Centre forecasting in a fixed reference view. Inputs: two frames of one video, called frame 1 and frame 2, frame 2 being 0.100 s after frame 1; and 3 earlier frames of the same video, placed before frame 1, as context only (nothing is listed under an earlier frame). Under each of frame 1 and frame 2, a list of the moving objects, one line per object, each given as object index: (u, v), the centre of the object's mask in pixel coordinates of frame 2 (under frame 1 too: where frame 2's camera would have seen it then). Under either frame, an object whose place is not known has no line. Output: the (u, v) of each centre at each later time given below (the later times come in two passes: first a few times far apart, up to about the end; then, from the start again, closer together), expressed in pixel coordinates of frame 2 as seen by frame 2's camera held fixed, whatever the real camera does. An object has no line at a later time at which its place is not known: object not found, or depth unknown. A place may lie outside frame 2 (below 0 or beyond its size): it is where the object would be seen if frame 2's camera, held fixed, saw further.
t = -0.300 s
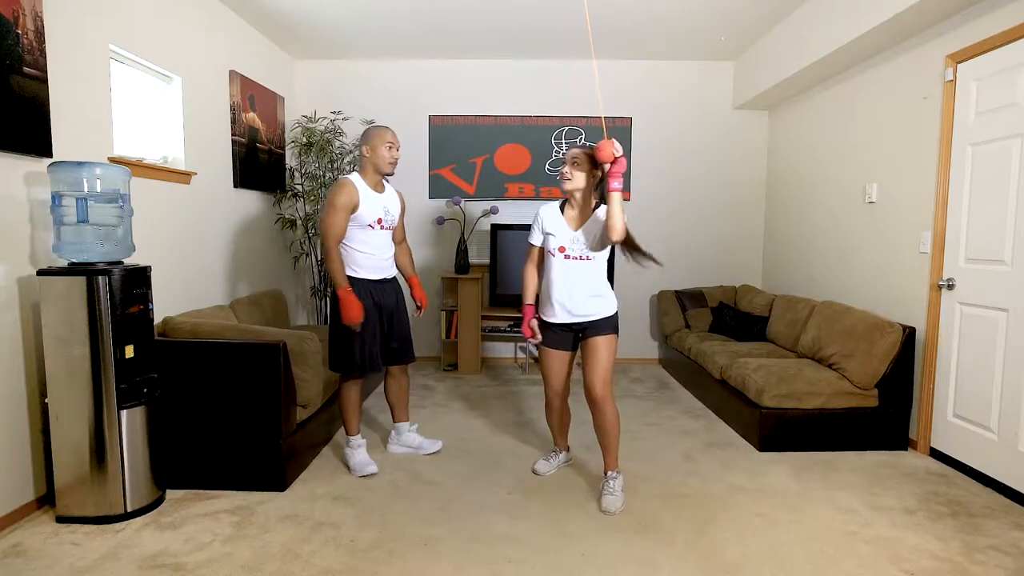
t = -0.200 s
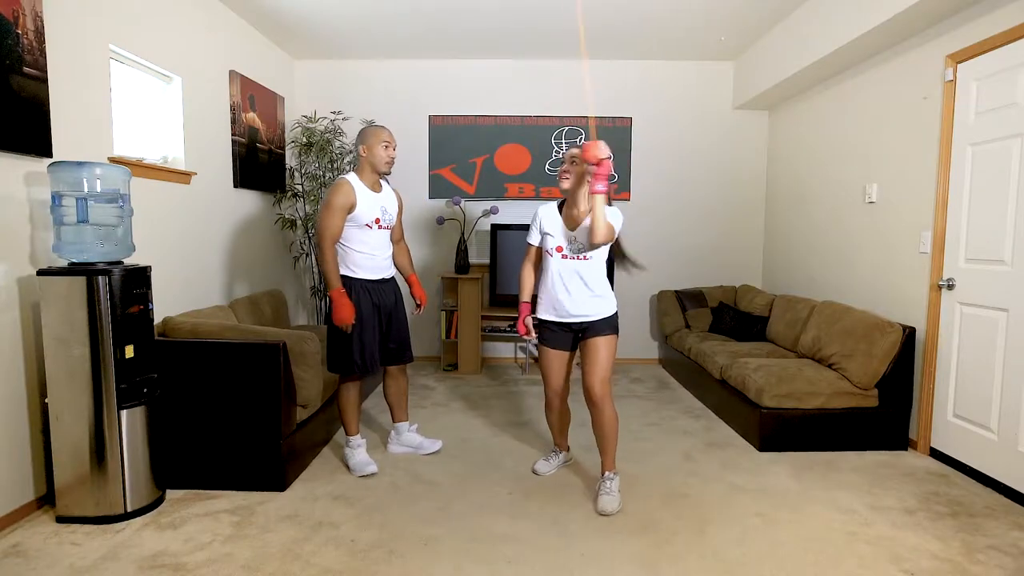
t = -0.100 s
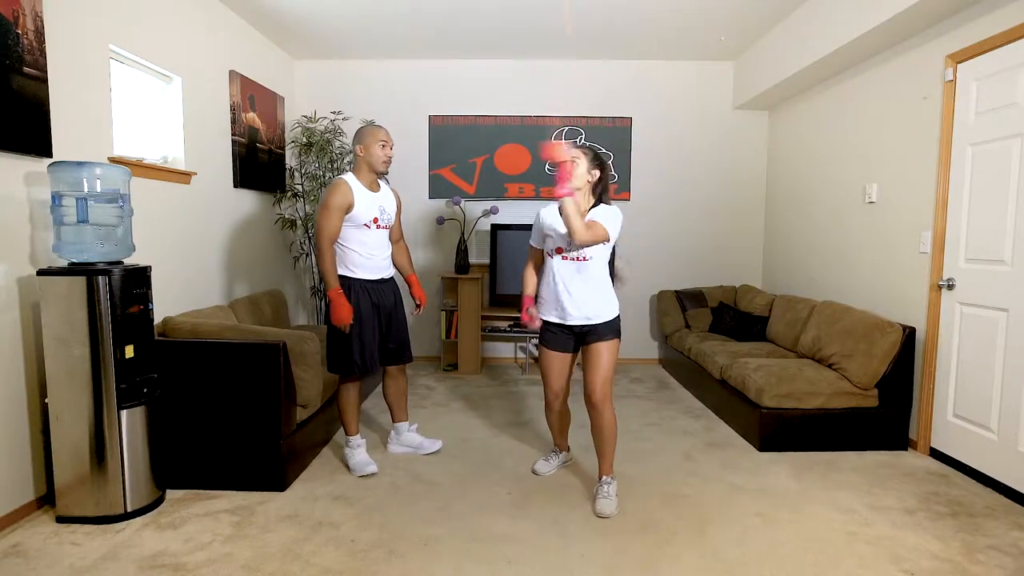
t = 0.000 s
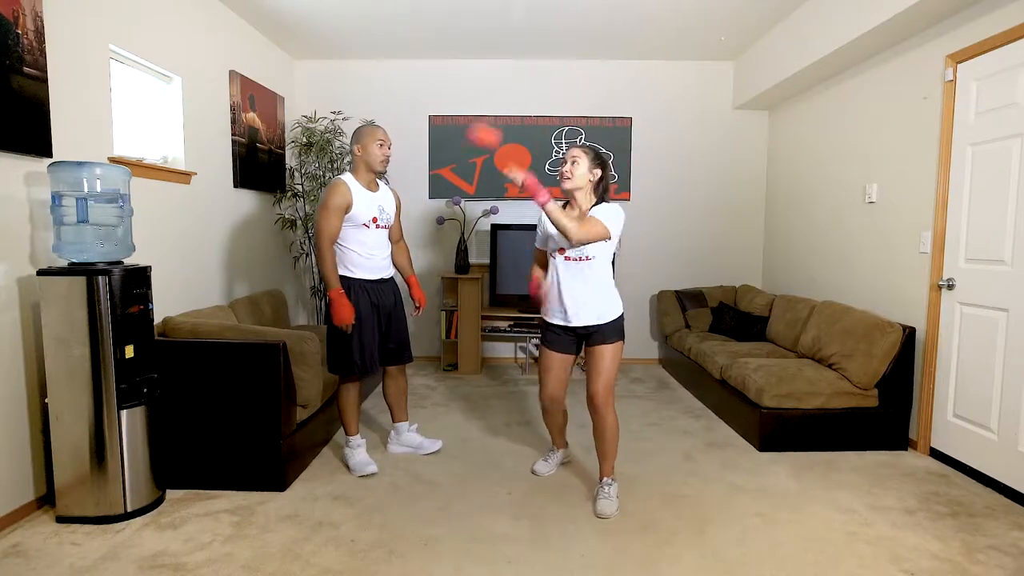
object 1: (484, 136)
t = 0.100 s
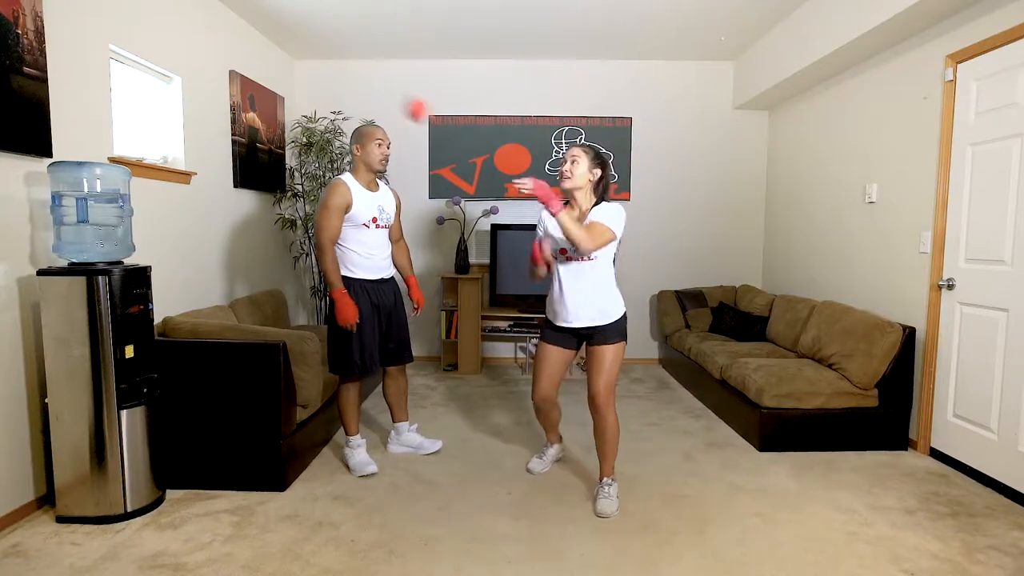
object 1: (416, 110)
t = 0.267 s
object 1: (345, 57)
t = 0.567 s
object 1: (329, 43)
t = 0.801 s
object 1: (399, 109)
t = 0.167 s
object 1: (381, 87)
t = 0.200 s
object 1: (367, 77)
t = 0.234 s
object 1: (354, 66)
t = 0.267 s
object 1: (345, 57)
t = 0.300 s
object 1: (337, 49)
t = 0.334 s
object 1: (331, 43)
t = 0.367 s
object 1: (326, 37)
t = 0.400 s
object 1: (323, 34)
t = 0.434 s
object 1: (321, 33)
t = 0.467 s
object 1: (320, 33)
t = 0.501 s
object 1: (321, 34)
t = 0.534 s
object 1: (324, 38)
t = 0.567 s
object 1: (329, 43)
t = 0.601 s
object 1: (334, 49)
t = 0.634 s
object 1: (340, 57)
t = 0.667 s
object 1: (348, 66)
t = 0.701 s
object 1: (359, 77)
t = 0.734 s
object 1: (371, 87)
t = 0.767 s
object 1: (384, 98)
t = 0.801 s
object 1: (399, 109)
